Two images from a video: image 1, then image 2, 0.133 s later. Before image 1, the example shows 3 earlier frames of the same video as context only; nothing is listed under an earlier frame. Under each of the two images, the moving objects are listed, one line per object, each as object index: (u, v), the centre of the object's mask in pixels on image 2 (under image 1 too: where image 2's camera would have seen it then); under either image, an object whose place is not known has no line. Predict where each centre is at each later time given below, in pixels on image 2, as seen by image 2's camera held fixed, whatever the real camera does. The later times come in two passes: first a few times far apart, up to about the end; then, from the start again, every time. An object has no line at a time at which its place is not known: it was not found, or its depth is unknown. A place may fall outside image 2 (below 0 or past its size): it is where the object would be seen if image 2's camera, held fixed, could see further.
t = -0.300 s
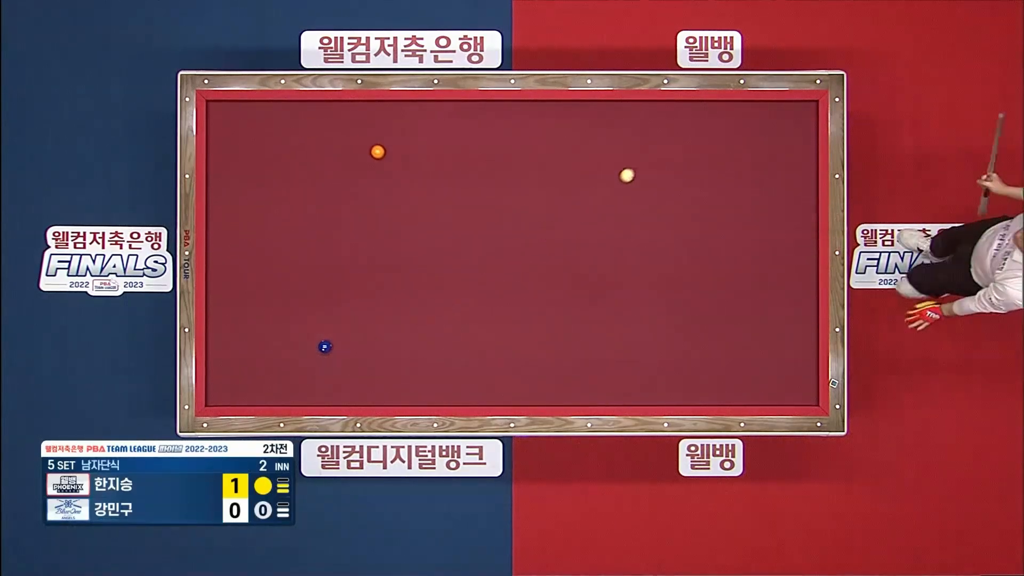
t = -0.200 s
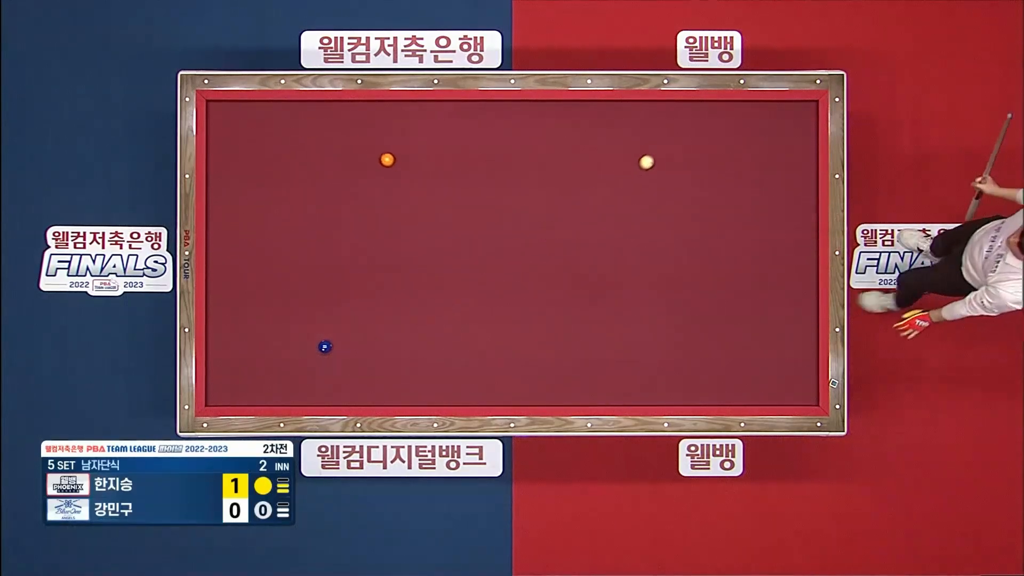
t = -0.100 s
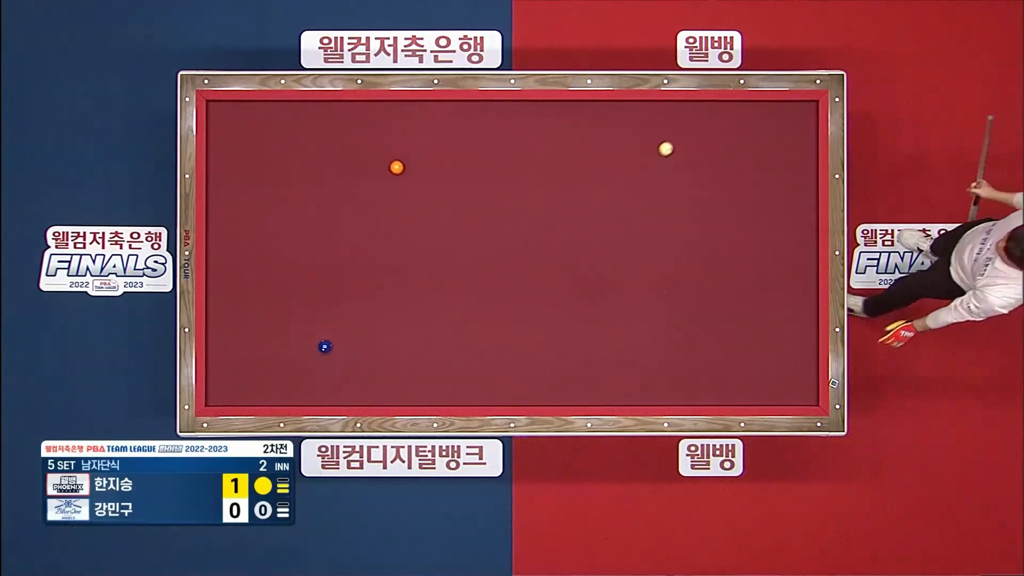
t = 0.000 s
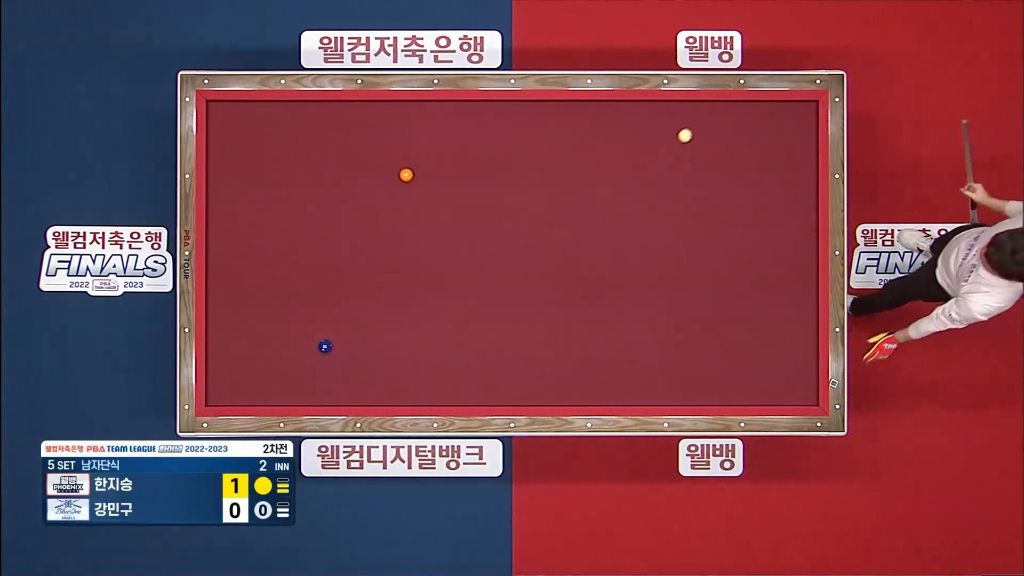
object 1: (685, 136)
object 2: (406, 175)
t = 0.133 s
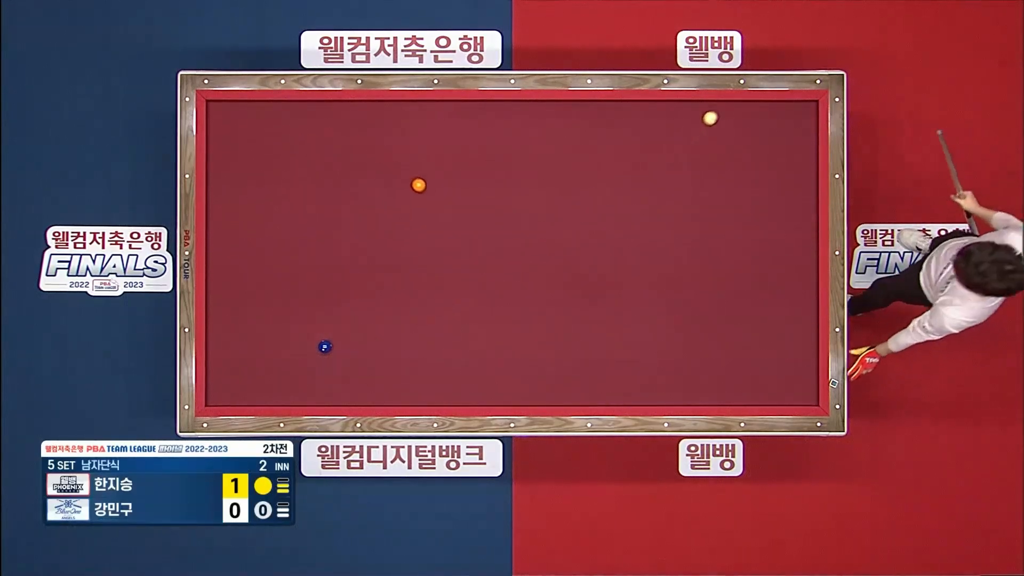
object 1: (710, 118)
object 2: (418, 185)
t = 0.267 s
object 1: (733, 110)
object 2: (431, 195)
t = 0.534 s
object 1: (773, 129)
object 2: (455, 215)
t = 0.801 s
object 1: (811, 143)
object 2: (478, 234)
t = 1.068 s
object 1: (789, 147)
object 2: (501, 253)
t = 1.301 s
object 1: (772, 150)
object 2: (521, 268)
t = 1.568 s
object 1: (755, 154)
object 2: (542, 286)
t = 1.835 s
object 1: (738, 157)
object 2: (564, 303)
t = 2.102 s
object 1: (722, 161)
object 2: (584, 320)
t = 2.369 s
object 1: (706, 164)
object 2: (604, 336)
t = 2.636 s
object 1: (691, 167)
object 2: (623, 352)
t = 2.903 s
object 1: (677, 170)
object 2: (642, 367)
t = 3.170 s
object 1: (664, 172)
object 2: (660, 382)
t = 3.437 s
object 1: (651, 175)
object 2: (677, 396)
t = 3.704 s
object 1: (639, 177)
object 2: (691, 393)
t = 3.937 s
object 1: (629, 180)
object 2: (701, 388)
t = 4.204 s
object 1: (618, 182)
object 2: (713, 382)
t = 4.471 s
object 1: (608, 184)
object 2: (724, 376)
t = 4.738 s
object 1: (599, 186)
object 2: (734, 371)
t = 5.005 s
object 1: (590, 187)
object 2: (744, 366)
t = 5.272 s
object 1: (582, 189)
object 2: (753, 361)
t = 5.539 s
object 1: (575, 191)
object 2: (761, 357)
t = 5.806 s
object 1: (568, 192)
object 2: (769, 352)
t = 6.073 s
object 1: (562, 193)
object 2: (776, 349)
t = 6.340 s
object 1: (557, 194)
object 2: (783, 345)
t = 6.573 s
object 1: (553, 195)
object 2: (788, 342)
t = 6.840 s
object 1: (549, 196)
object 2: (793, 339)
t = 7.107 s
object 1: (546, 196)
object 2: (797, 336)
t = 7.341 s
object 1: (544, 197)
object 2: (801, 334)
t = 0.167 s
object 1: (716, 114)
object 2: (421, 188)
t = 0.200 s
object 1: (723, 110)
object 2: (424, 190)
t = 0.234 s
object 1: (729, 107)
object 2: (427, 193)
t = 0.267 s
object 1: (733, 110)
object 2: (431, 195)
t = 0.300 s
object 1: (738, 113)
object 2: (434, 197)
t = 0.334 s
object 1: (743, 117)
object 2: (437, 200)
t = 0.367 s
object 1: (748, 119)
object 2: (439, 202)
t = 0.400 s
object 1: (753, 121)
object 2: (443, 205)
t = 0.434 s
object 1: (758, 123)
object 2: (446, 207)
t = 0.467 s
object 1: (763, 125)
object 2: (449, 210)
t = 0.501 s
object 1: (768, 127)
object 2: (452, 212)
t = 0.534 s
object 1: (773, 129)
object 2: (455, 215)
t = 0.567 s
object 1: (778, 131)
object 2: (458, 217)
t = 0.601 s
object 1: (782, 133)
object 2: (460, 220)
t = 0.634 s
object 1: (787, 134)
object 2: (464, 222)
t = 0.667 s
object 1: (792, 136)
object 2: (467, 224)
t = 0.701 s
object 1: (797, 138)
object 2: (470, 227)
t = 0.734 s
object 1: (802, 140)
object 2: (472, 229)
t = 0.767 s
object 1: (806, 142)
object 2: (475, 231)
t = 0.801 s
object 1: (811, 143)
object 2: (478, 234)
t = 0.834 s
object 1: (808, 144)
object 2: (481, 236)
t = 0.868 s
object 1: (804, 144)
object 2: (484, 239)
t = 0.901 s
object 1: (801, 145)
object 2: (487, 241)
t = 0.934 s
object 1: (798, 145)
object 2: (490, 243)
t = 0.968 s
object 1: (796, 146)
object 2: (493, 246)
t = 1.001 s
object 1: (793, 146)
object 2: (495, 248)
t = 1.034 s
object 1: (791, 146)
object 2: (498, 250)
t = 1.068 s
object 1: (789, 147)
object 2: (501, 253)
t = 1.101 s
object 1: (786, 147)
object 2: (504, 255)
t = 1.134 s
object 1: (784, 148)
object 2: (507, 257)
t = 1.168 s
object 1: (782, 148)
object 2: (510, 259)
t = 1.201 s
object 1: (779, 149)
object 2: (512, 262)
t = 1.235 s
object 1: (777, 149)
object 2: (515, 264)
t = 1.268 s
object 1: (775, 150)
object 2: (518, 266)
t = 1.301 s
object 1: (772, 150)
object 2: (521, 268)
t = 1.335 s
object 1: (770, 151)
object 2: (523, 271)
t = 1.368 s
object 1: (768, 151)
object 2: (526, 273)
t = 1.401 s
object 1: (766, 152)
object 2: (529, 275)
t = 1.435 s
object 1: (763, 152)
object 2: (531, 277)
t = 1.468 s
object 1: (761, 153)
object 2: (534, 280)
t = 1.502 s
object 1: (759, 153)
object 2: (537, 282)
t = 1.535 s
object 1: (757, 154)
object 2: (540, 284)
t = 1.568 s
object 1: (755, 154)
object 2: (542, 286)
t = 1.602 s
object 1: (752, 154)
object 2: (545, 288)
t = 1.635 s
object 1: (750, 155)
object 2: (548, 290)
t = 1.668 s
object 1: (748, 155)
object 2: (550, 293)
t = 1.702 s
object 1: (746, 156)
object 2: (553, 295)
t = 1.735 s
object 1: (744, 156)
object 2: (556, 297)
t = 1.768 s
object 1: (742, 157)
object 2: (558, 299)
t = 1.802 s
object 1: (740, 157)
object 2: (561, 301)
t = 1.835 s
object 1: (738, 157)
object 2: (564, 303)
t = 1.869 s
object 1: (736, 158)
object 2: (566, 305)
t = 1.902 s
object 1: (734, 158)
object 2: (569, 307)
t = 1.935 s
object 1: (732, 159)
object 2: (571, 310)
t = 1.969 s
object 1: (730, 159)
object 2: (574, 312)
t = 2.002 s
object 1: (728, 159)
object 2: (576, 314)
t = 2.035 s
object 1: (726, 160)
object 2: (579, 316)
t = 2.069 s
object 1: (723, 160)
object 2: (581, 318)
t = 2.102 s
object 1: (722, 161)
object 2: (584, 320)
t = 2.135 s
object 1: (720, 161)
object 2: (587, 322)
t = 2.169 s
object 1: (718, 161)
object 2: (589, 324)
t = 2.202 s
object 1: (716, 162)
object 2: (591, 326)
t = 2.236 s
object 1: (714, 162)
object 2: (594, 328)
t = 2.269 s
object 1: (712, 163)
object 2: (596, 330)
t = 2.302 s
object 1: (710, 163)
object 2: (599, 332)
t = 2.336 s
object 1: (708, 163)
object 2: (601, 334)
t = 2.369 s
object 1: (706, 164)
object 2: (604, 336)
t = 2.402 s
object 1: (704, 164)
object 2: (606, 338)
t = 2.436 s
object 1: (702, 164)
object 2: (609, 340)
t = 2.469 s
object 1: (701, 165)
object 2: (611, 342)
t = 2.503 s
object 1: (698, 165)
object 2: (614, 344)
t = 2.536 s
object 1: (697, 166)
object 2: (616, 346)
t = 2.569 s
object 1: (695, 166)
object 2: (619, 348)
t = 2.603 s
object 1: (693, 166)
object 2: (621, 350)
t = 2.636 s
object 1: (691, 167)
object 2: (623, 352)
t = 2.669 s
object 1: (690, 167)
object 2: (625, 354)
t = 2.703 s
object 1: (688, 167)
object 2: (628, 356)
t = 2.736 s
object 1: (686, 168)
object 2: (630, 358)
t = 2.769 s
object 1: (684, 168)
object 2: (633, 360)
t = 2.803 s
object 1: (682, 168)
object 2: (635, 362)
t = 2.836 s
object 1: (681, 169)
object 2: (637, 364)
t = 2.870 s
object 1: (679, 169)
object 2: (640, 365)
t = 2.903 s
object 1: (677, 170)
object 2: (642, 367)
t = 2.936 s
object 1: (676, 170)
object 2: (644, 369)
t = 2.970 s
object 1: (674, 170)
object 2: (646, 371)
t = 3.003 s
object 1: (672, 171)
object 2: (649, 373)
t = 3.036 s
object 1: (671, 171)
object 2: (651, 375)
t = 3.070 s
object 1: (669, 171)
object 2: (653, 377)
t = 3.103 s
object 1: (667, 171)
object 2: (655, 379)
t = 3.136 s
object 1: (666, 172)
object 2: (657, 380)
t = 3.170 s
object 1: (664, 172)
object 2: (660, 382)
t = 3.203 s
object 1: (662, 172)
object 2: (662, 384)
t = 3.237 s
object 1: (661, 173)
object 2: (664, 386)
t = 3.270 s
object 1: (659, 173)
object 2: (666, 387)
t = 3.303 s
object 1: (657, 174)
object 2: (668, 389)
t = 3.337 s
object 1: (656, 174)
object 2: (671, 391)
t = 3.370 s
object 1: (654, 174)
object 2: (672, 393)
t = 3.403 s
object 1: (653, 175)
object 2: (675, 395)
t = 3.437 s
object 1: (651, 175)
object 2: (677, 396)
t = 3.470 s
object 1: (650, 175)
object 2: (679, 398)
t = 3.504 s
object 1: (648, 175)
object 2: (681, 399)
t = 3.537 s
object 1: (647, 176)
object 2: (683, 398)
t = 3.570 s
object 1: (645, 176)
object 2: (684, 397)
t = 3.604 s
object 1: (644, 176)
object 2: (686, 396)
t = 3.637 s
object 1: (642, 177)
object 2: (688, 395)
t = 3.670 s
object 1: (641, 177)
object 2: (689, 394)
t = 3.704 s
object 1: (639, 177)
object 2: (691, 393)
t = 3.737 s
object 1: (638, 178)
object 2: (692, 393)
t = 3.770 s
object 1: (636, 178)
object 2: (694, 392)
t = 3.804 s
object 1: (635, 178)
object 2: (695, 391)
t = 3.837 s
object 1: (633, 179)
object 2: (697, 390)
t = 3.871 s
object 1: (632, 179)
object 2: (698, 390)
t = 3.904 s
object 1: (631, 179)
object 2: (700, 389)
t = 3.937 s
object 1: (629, 180)
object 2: (701, 388)
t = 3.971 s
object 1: (628, 180)
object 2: (702, 387)
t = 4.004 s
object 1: (626, 180)
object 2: (704, 387)
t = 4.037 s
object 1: (625, 180)
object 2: (706, 386)
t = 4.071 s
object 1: (624, 180)
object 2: (707, 385)
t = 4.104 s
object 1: (622, 181)
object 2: (709, 384)
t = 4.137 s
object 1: (621, 181)
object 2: (710, 384)
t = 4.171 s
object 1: (620, 181)
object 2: (711, 383)
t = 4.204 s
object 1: (618, 182)
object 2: (713, 382)
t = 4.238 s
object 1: (617, 182)
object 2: (714, 381)
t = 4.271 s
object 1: (616, 182)
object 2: (716, 381)
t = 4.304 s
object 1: (615, 182)
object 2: (717, 380)
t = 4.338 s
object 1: (613, 183)
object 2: (718, 379)
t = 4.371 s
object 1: (612, 183)
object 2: (720, 378)
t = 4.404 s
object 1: (611, 183)
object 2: (721, 378)
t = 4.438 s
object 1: (609, 183)
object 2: (723, 377)
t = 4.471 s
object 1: (608, 184)
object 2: (724, 376)
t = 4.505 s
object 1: (607, 184)
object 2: (725, 376)
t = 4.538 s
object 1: (606, 184)
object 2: (726, 375)
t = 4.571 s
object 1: (605, 184)
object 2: (728, 374)
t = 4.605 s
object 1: (603, 185)
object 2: (729, 373)
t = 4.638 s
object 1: (603, 185)
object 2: (730, 373)
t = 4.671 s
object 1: (601, 185)
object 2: (731, 372)
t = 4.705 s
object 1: (600, 185)
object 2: (732, 371)
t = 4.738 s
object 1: (599, 186)
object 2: (734, 371)
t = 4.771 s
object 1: (598, 186)
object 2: (735, 370)
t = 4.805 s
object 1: (597, 186)
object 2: (737, 369)
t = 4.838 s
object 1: (596, 186)
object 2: (738, 369)
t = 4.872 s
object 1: (594, 187)
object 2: (739, 368)
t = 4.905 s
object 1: (593, 187)
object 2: (740, 368)
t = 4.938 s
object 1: (593, 187)
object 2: (741, 367)
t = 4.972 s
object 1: (591, 187)
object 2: (743, 366)
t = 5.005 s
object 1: (590, 187)
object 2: (744, 366)
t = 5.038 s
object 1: (589, 188)
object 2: (745, 365)
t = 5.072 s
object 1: (588, 188)
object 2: (746, 365)
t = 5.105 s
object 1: (587, 188)
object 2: (747, 364)
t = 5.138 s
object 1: (586, 188)
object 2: (749, 363)
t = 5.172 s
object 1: (585, 189)
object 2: (750, 363)
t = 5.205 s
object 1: (584, 189)
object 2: (751, 362)
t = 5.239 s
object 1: (583, 189)
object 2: (752, 362)
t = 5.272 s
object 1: (582, 189)
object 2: (753, 361)
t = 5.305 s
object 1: (581, 189)
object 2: (754, 361)
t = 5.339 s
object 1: (580, 189)
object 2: (755, 360)
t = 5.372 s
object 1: (580, 190)
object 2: (756, 359)
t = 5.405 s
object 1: (579, 190)
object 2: (757, 359)
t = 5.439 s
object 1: (578, 190)
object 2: (758, 359)
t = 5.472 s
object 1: (577, 190)
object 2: (759, 358)
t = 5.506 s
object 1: (576, 190)
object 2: (760, 357)
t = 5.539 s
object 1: (575, 191)
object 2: (761, 357)
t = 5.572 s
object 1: (574, 191)
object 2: (763, 356)
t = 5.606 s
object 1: (573, 191)
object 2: (763, 356)
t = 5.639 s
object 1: (572, 191)
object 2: (764, 355)
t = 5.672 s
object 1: (572, 191)
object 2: (765, 355)
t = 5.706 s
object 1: (571, 191)
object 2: (766, 354)
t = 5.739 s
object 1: (570, 192)
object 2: (767, 354)
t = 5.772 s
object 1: (569, 192)
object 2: (768, 353)
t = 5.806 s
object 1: (568, 192)
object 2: (769, 352)
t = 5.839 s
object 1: (568, 192)
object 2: (770, 352)
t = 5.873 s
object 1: (567, 192)
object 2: (771, 351)
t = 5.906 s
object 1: (566, 193)
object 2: (772, 351)
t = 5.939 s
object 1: (565, 193)
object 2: (773, 350)
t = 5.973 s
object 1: (565, 193)
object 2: (774, 350)
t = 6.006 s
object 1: (564, 193)
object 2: (774, 350)
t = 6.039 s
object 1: (563, 193)
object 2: (775, 349)
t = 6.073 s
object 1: (562, 193)
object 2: (776, 349)
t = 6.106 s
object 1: (562, 193)
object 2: (777, 348)
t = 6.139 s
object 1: (561, 194)
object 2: (778, 348)
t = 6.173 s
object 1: (561, 194)
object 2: (778, 347)
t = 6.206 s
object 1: (560, 194)
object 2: (779, 347)
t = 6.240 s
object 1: (559, 194)
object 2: (780, 346)
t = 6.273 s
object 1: (558, 194)
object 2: (781, 346)
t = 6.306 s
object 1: (558, 194)
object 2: (782, 345)
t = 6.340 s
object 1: (557, 194)
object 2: (783, 345)
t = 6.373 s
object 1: (557, 194)
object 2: (784, 344)
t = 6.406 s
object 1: (556, 194)
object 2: (784, 344)
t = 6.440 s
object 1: (556, 195)
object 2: (785, 344)
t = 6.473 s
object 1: (555, 195)
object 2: (786, 343)
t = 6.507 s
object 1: (554, 195)
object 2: (786, 343)
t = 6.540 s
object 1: (554, 195)
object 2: (787, 342)
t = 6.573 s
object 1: (553, 195)
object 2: (788, 342)
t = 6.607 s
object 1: (553, 195)
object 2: (788, 342)
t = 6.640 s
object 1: (552, 195)
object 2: (789, 341)
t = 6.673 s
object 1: (552, 195)
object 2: (790, 341)
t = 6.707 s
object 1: (551, 196)
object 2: (790, 341)
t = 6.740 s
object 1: (551, 196)
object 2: (791, 340)
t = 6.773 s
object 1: (550, 196)
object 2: (792, 340)
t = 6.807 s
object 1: (550, 196)
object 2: (792, 339)
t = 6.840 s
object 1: (549, 196)
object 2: (793, 339)
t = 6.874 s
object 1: (549, 196)
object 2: (794, 339)
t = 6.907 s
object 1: (548, 196)
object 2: (794, 338)
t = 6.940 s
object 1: (548, 196)
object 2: (795, 338)
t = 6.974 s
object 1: (548, 196)
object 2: (795, 338)
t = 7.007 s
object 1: (547, 196)
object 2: (796, 337)
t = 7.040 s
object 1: (547, 196)
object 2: (797, 337)
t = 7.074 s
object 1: (547, 196)
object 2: (797, 337)
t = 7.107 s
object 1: (546, 196)
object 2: (797, 336)
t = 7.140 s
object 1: (546, 196)
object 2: (798, 336)
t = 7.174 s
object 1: (546, 197)
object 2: (798, 336)
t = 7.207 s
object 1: (545, 197)
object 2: (799, 335)
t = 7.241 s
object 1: (545, 197)
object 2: (799, 335)
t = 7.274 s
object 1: (544, 197)
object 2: (800, 334)
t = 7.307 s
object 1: (544, 197)
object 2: (801, 334)
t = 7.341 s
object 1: (544, 197)
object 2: (801, 334)
